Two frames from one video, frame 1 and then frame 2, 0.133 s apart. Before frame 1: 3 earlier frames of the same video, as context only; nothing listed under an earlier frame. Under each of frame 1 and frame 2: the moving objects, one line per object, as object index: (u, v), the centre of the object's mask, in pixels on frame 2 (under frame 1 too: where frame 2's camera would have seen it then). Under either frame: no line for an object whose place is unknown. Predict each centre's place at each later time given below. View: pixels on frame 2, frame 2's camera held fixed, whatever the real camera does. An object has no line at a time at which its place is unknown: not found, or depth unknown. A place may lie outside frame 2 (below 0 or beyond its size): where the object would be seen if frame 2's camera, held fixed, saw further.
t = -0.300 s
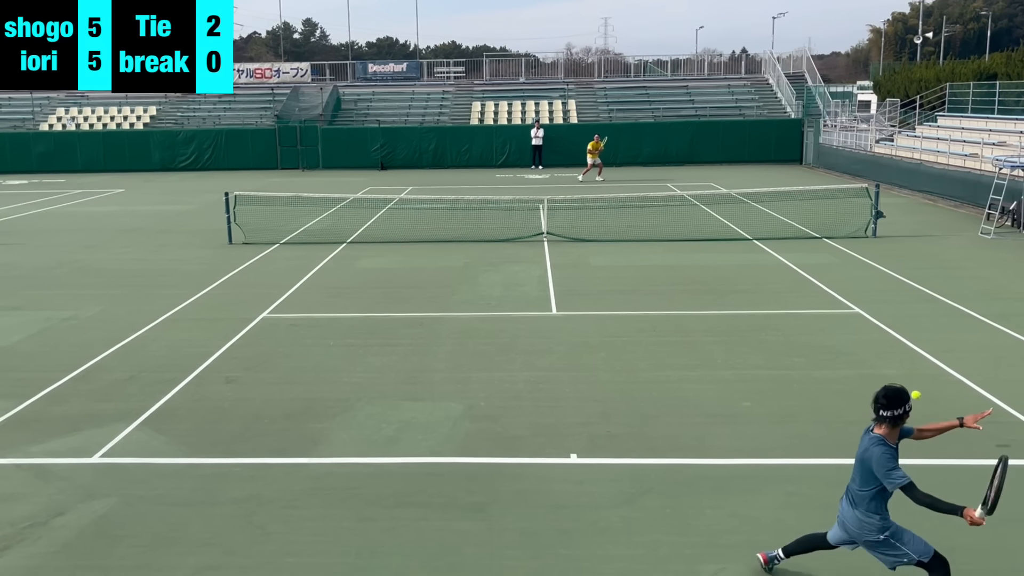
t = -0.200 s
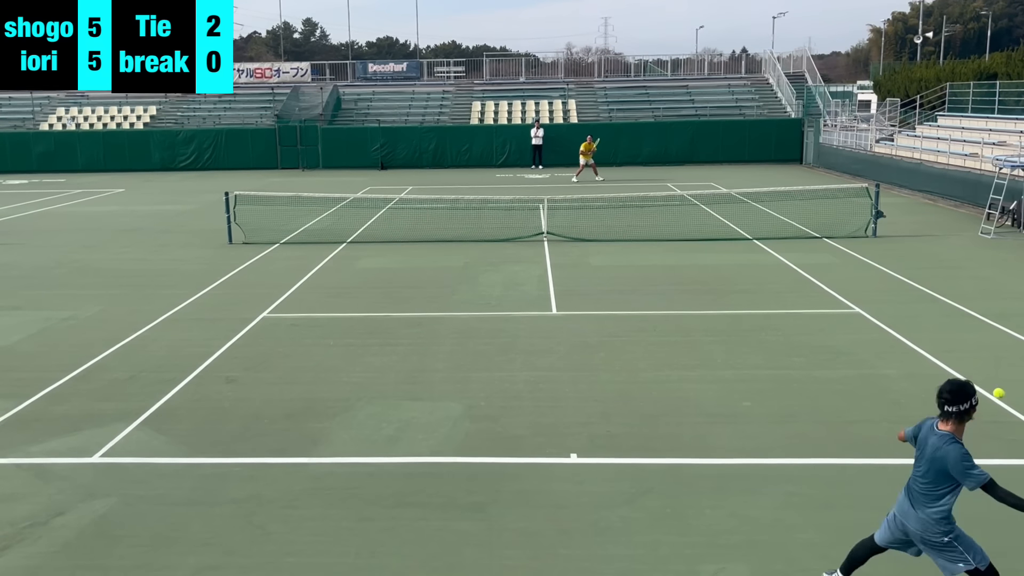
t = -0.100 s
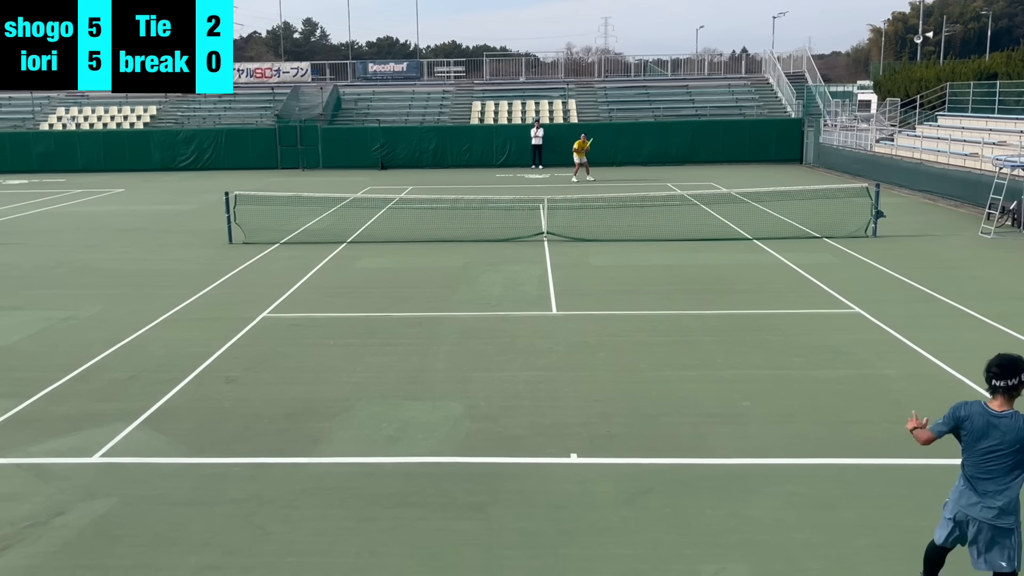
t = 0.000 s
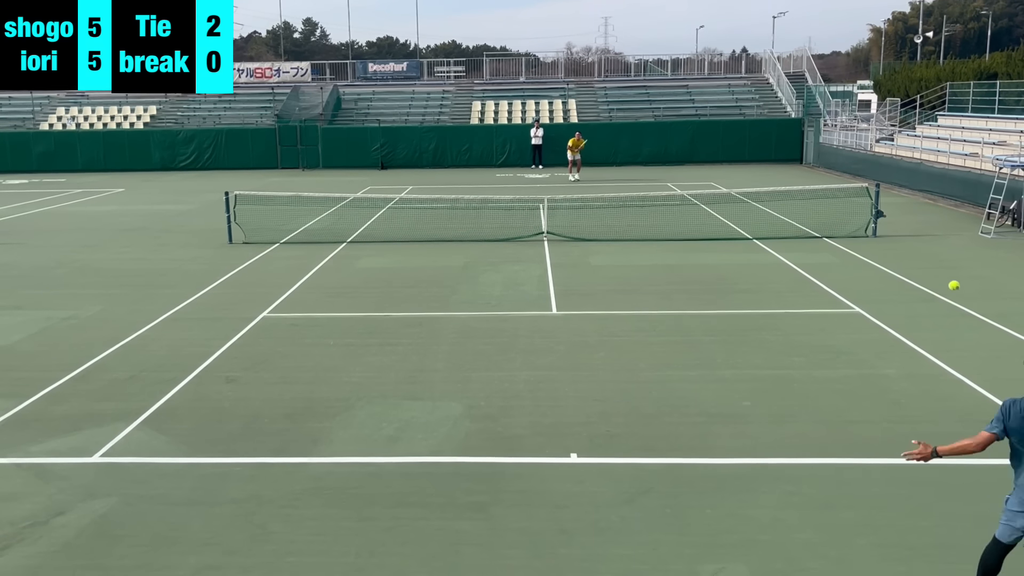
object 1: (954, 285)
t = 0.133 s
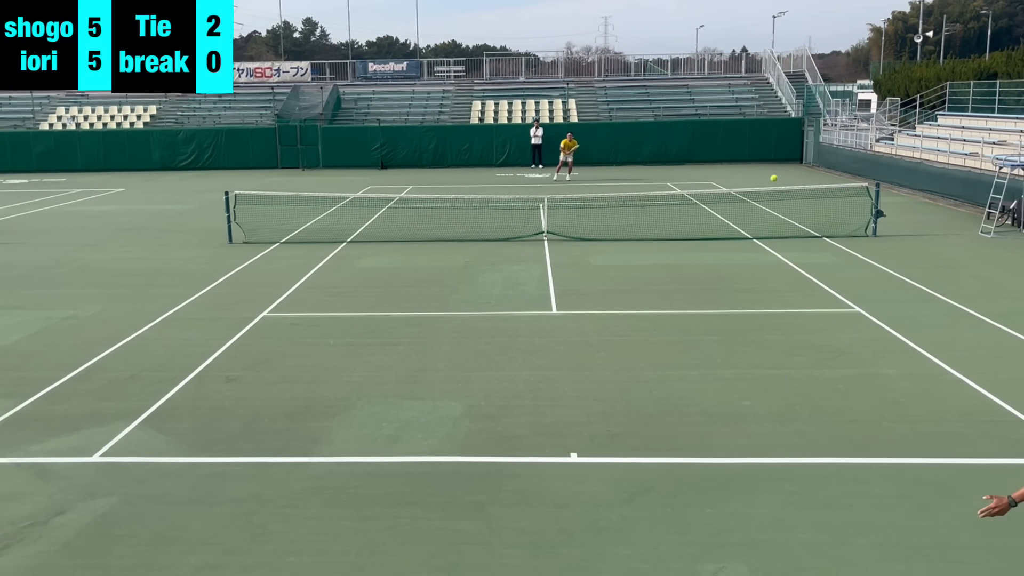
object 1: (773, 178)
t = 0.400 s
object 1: (635, 127)
